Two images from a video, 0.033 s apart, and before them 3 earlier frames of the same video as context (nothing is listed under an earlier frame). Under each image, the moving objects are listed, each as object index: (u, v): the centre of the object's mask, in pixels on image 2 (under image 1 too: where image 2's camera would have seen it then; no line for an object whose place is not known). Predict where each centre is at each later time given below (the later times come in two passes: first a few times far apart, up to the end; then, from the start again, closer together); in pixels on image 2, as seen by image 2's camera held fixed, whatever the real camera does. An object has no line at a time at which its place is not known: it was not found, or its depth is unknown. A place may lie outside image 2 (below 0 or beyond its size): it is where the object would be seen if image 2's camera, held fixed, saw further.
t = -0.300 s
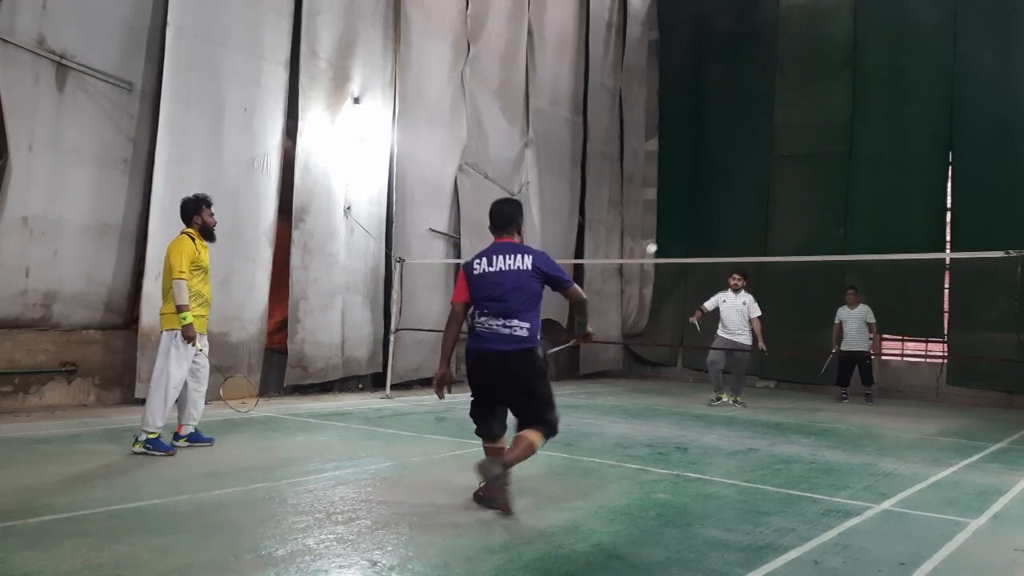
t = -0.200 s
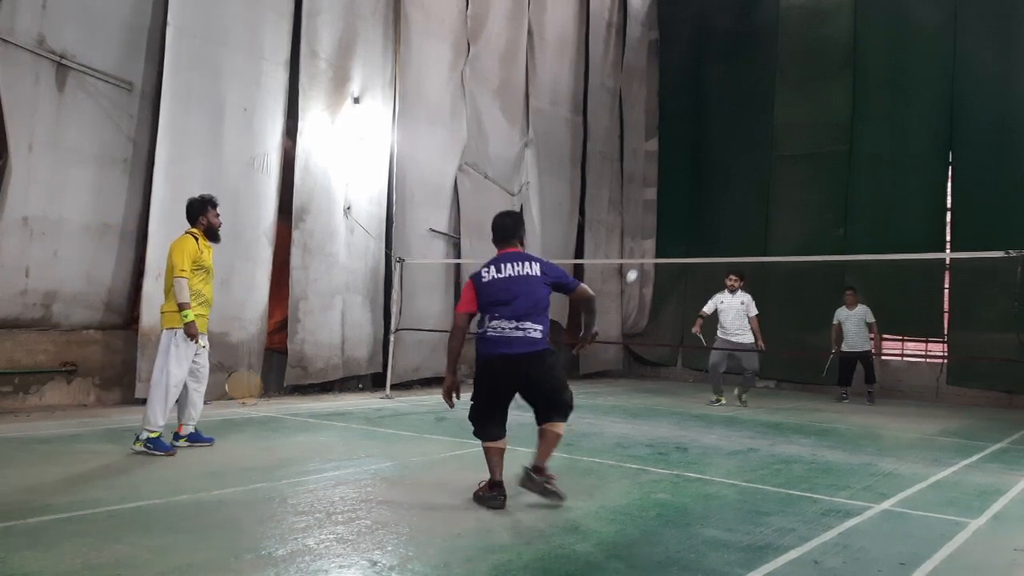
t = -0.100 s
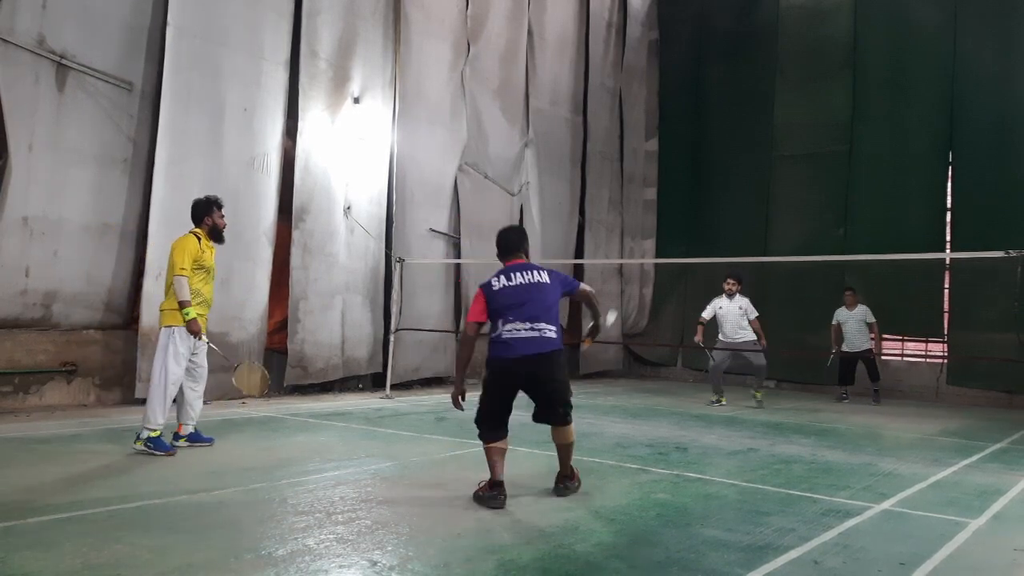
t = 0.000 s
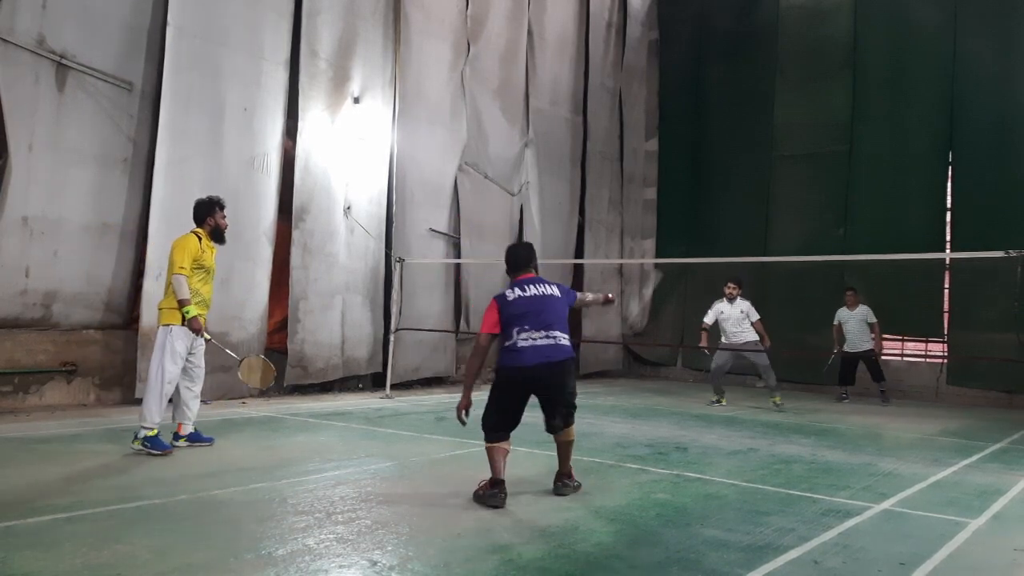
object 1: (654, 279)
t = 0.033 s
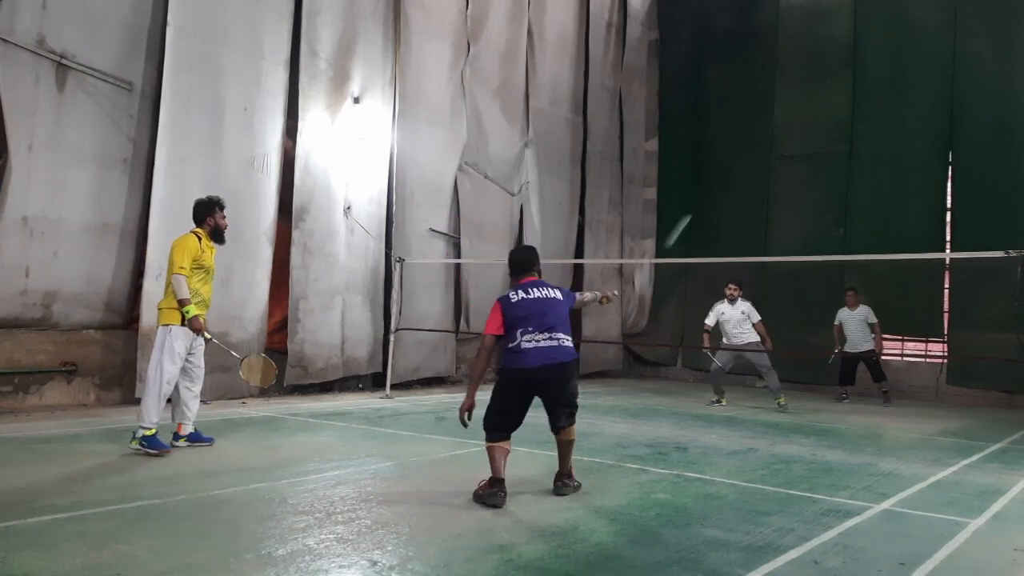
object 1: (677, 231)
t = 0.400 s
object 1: (833, 46)
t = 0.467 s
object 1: (845, 43)
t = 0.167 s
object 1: (766, 110)
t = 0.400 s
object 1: (833, 46)
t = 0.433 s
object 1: (839, 44)
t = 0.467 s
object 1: (845, 43)
